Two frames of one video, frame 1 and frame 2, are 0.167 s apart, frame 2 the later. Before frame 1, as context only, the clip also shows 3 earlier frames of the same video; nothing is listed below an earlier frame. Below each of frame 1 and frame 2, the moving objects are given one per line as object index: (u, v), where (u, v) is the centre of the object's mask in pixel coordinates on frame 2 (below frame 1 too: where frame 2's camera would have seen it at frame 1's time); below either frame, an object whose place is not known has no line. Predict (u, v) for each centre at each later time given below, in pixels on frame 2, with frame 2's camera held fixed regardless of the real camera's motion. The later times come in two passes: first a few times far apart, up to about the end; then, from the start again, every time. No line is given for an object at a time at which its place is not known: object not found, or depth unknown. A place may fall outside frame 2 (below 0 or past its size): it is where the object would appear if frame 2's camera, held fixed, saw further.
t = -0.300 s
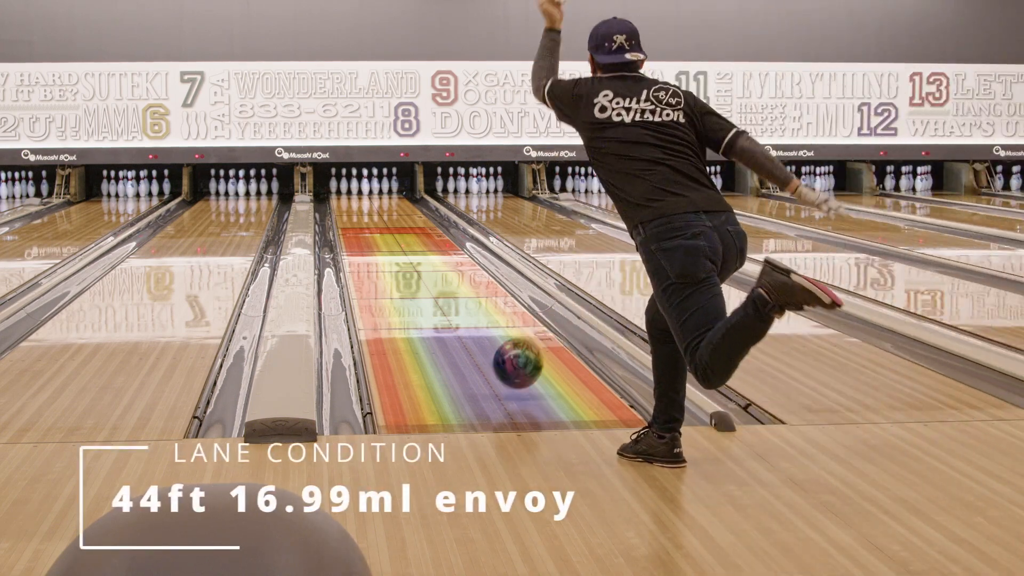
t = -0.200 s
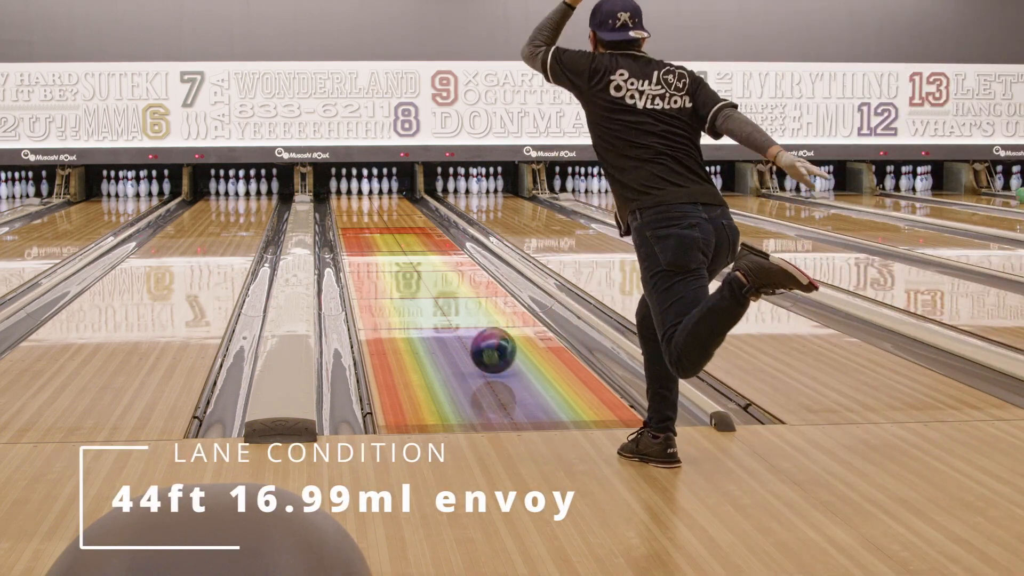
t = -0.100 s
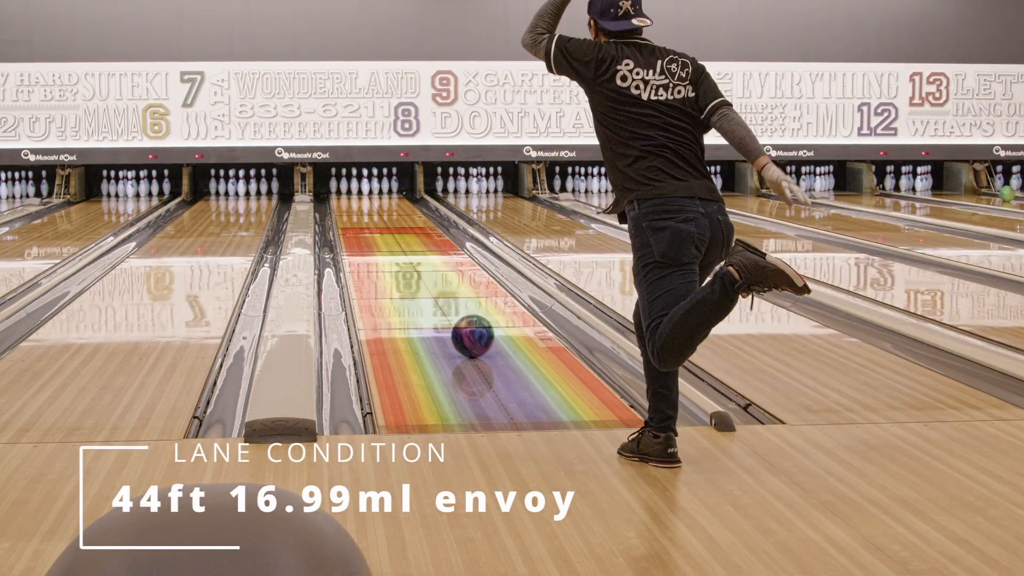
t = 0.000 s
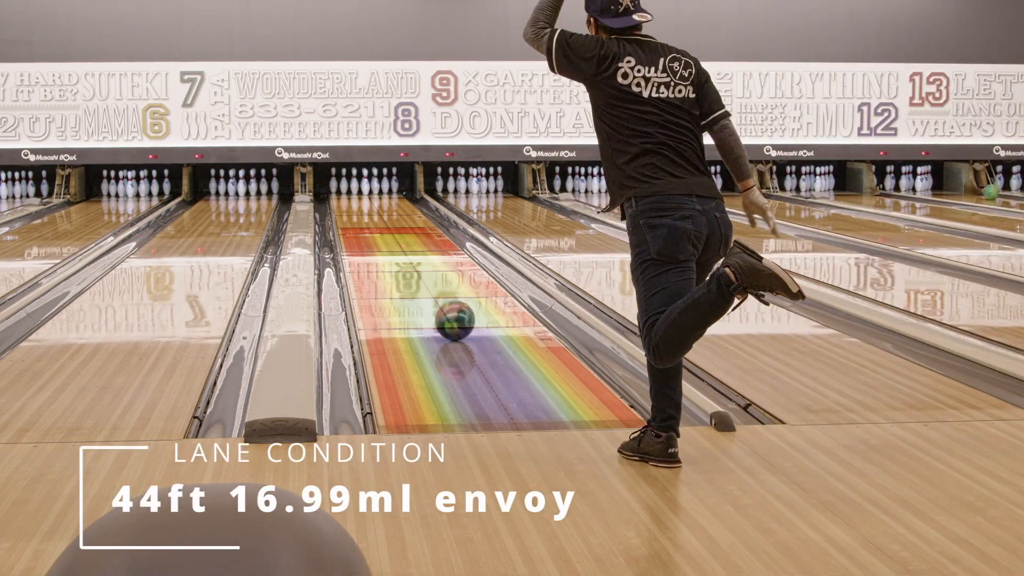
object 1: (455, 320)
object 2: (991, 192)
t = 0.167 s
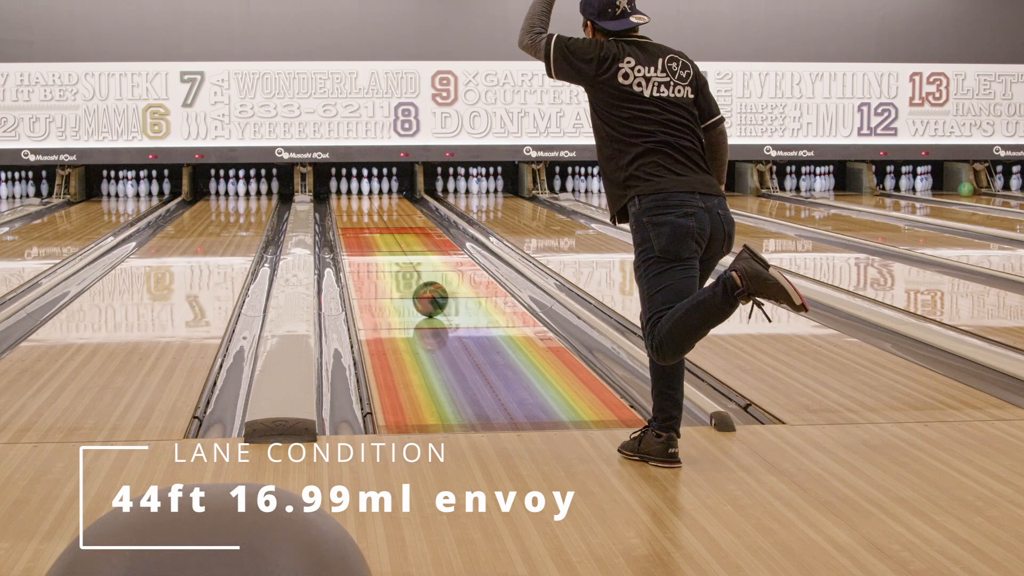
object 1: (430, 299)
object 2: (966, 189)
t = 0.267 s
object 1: (418, 288)
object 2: (951, 187)
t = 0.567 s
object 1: (389, 262)
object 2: (915, 184)
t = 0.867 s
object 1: (369, 244)
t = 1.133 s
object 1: (356, 231)
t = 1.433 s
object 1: (347, 218)
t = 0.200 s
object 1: (426, 295)
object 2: (961, 189)
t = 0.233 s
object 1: (422, 292)
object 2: (956, 188)
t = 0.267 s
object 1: (418, 288)
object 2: (951, 187)
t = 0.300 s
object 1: (414, 285)
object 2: (946, 187)
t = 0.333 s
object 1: (411, 282)
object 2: (942, 187)
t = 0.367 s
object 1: (407, 279)
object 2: (938, 186)
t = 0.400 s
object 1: (404, 276)
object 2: (933, 186)
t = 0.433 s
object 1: (401, 273)
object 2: (929, 185)
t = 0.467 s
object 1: (398, 270)
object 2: (924, 185)
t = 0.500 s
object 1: (395, 268)
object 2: (921, 185)
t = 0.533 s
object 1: (392, 265)
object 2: (919, 184)
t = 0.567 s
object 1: (389, 262)
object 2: (915, 184)
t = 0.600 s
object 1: (387, 260)
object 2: (912, 184)
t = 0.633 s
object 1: (384, 258)
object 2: (908, 184)
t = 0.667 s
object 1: (382, 256)
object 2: (905, 183)
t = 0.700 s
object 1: (379, 254)
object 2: (902, 183)
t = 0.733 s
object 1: (377, 252)
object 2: (899, 183)
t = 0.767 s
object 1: (375, 249)
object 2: (896, 182)
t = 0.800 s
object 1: (373, 247)
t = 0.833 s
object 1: (371, 246)
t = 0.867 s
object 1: (369, 244)
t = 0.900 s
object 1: (367, 242)
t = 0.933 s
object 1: (365, 240)
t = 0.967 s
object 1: (364, 238)
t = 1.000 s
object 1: (362, 237)
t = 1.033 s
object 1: (360, 235)
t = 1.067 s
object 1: (359, 234)
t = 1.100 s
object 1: (358, 232)
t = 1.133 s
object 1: (356, 231)
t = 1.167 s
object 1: (356, 229)
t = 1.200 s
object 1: (354, 227)
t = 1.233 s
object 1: (353, 226)
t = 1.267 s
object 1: (352, 224)
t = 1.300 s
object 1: (350, 224)
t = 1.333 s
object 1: (350, 222)
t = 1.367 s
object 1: (349, 221)
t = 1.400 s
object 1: (348, 220)
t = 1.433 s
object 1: (347, 218)
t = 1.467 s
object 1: (347, 217)
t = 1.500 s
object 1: (346, 216)
